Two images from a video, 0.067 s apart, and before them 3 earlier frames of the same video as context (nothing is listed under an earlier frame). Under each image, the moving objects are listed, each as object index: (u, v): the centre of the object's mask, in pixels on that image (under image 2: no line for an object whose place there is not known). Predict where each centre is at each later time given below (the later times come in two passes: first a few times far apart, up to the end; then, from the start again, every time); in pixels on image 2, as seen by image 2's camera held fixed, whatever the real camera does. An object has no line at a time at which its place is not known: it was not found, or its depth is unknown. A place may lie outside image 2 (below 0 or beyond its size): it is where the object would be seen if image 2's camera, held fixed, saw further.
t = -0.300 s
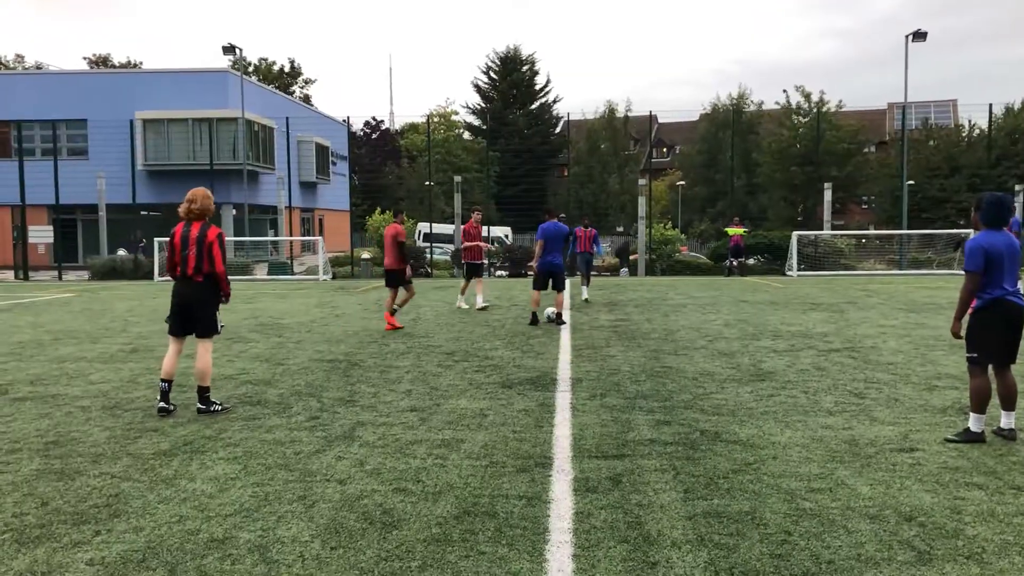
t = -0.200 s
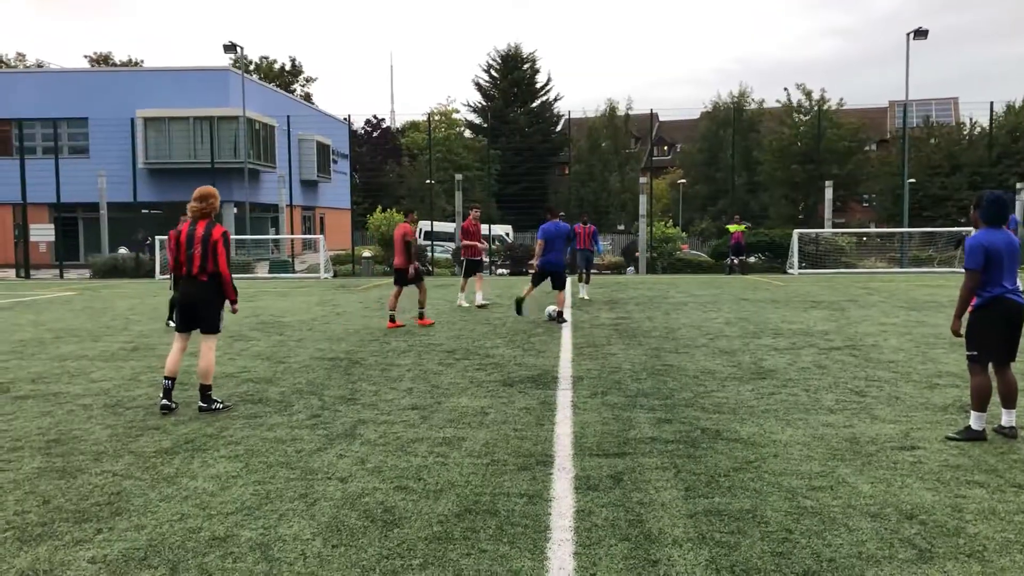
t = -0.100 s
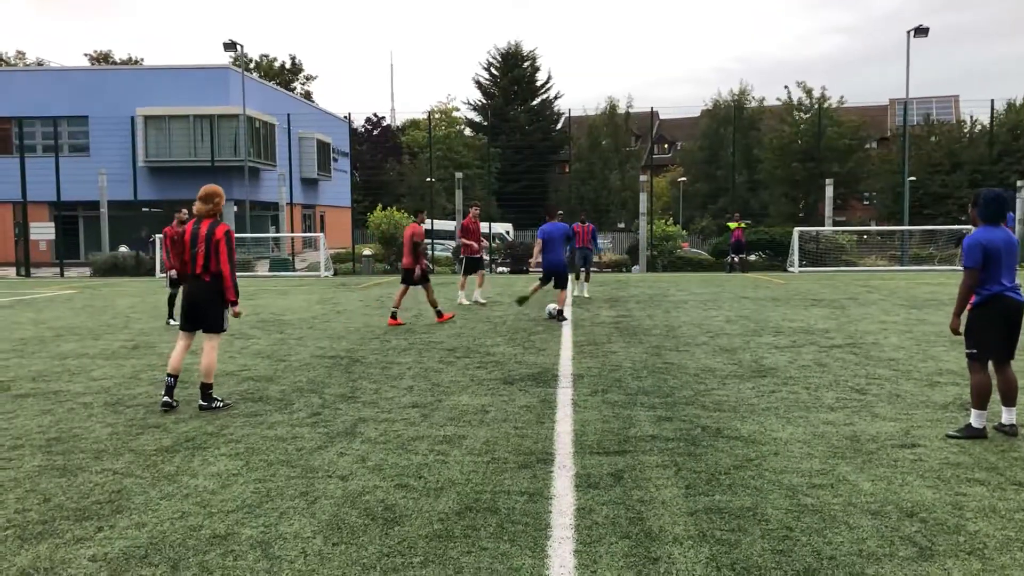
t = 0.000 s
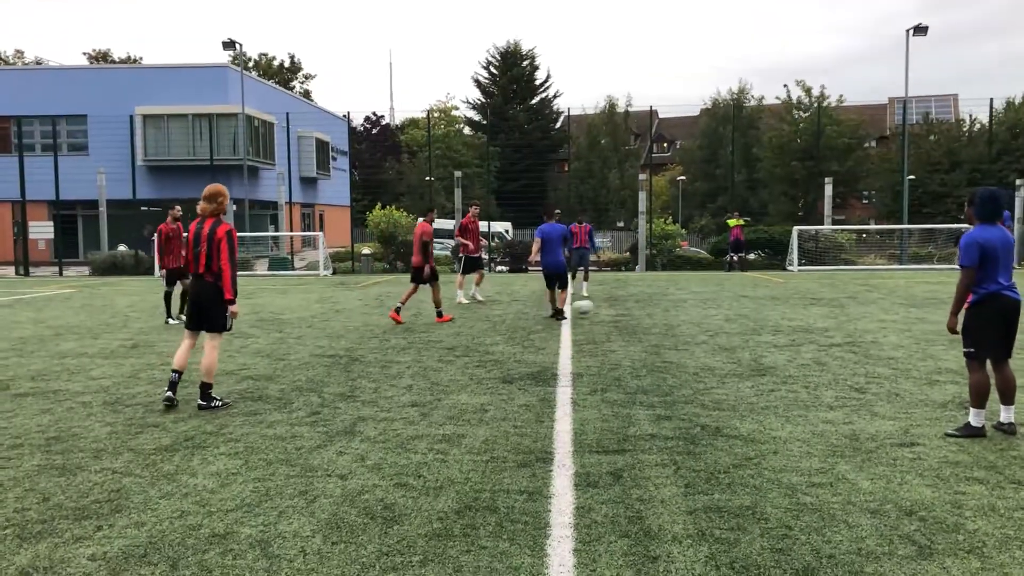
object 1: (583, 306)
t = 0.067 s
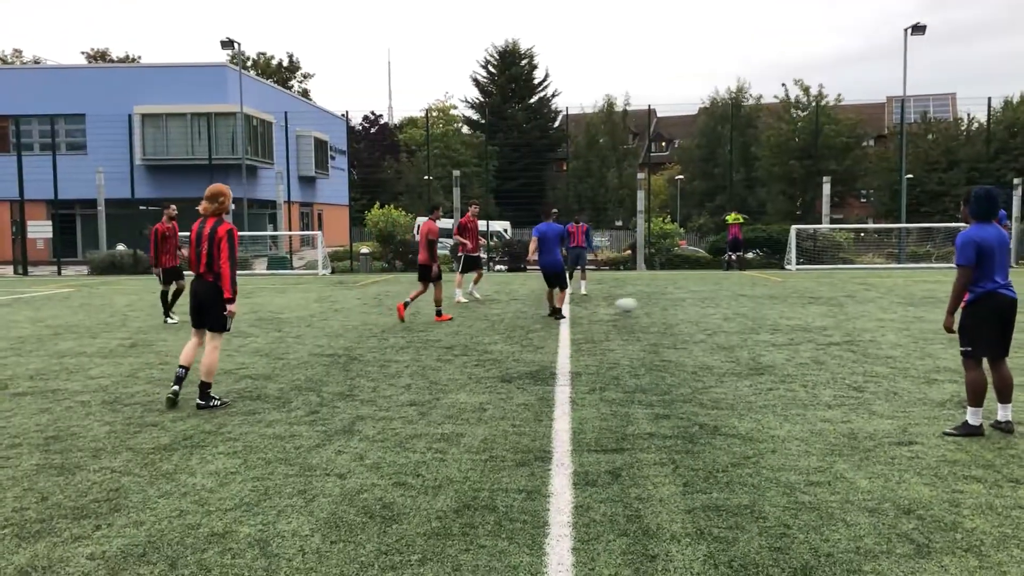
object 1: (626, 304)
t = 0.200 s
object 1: (716, 308)
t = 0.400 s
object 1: (840, 308)
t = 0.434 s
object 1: (860, 308)
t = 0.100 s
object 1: (650, 305)
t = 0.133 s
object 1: (673, 305)
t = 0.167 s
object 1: (696, 307)
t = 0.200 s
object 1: (716, 308)
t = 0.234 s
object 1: (738, 306)
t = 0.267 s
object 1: (758, 306)
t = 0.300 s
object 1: (779, 306)
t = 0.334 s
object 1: (800, 307)
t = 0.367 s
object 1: (821, 309)
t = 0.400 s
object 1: (840, 308)
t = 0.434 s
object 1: (860, 308)
